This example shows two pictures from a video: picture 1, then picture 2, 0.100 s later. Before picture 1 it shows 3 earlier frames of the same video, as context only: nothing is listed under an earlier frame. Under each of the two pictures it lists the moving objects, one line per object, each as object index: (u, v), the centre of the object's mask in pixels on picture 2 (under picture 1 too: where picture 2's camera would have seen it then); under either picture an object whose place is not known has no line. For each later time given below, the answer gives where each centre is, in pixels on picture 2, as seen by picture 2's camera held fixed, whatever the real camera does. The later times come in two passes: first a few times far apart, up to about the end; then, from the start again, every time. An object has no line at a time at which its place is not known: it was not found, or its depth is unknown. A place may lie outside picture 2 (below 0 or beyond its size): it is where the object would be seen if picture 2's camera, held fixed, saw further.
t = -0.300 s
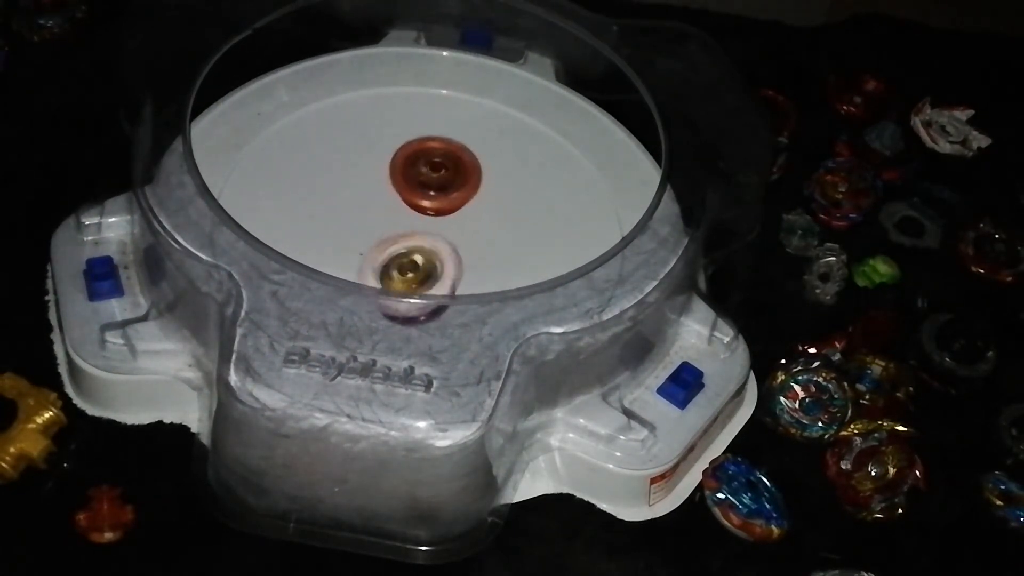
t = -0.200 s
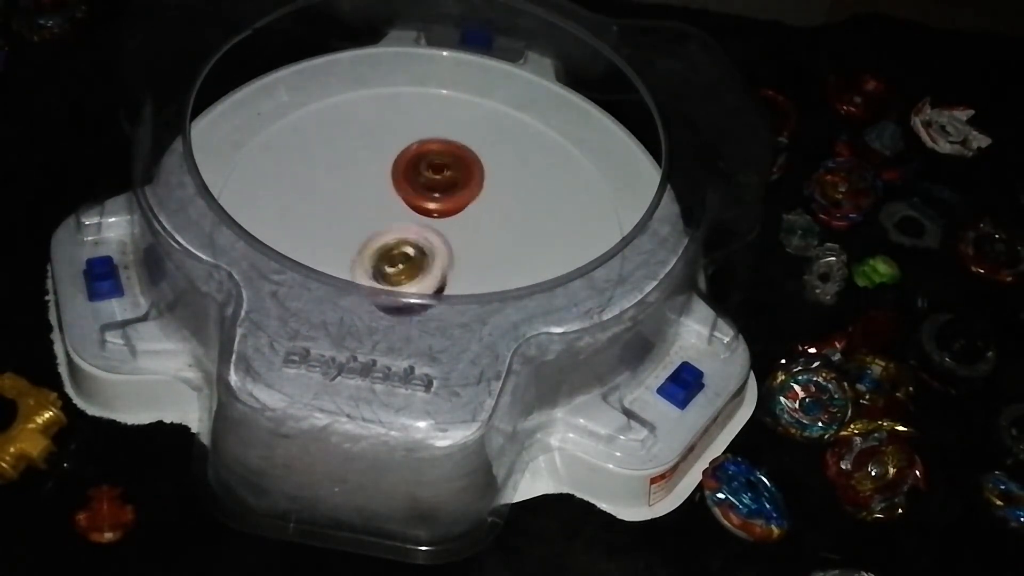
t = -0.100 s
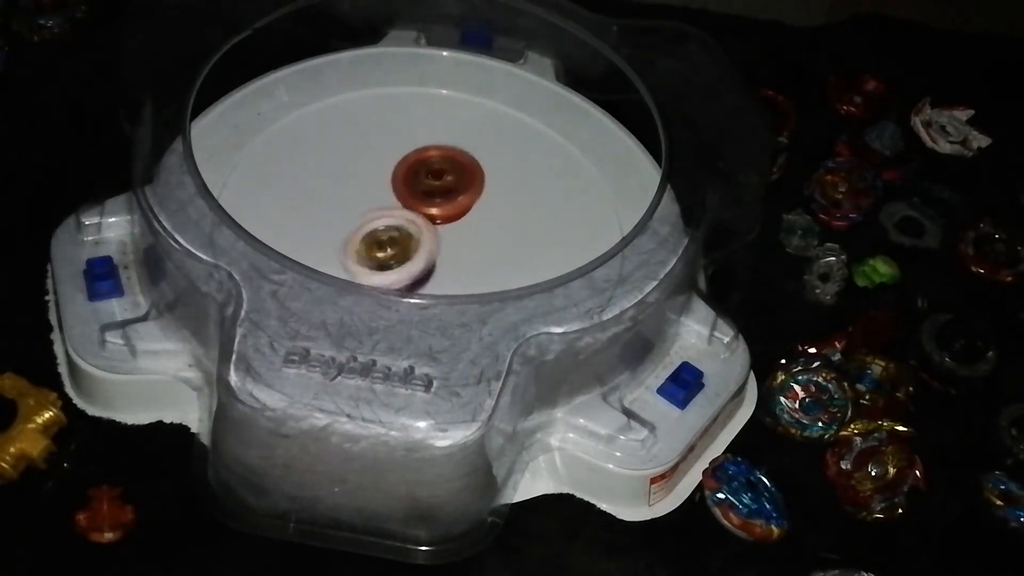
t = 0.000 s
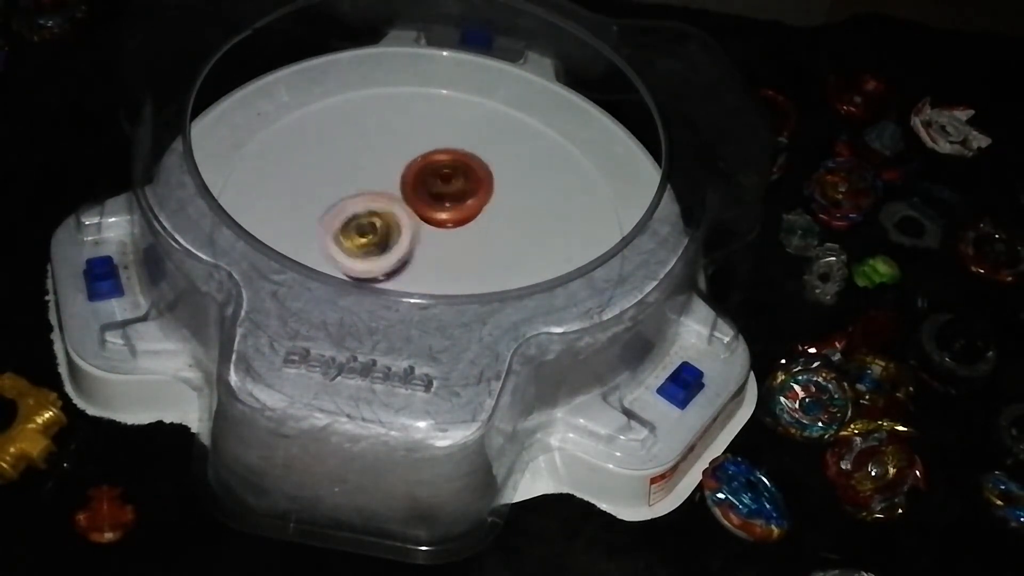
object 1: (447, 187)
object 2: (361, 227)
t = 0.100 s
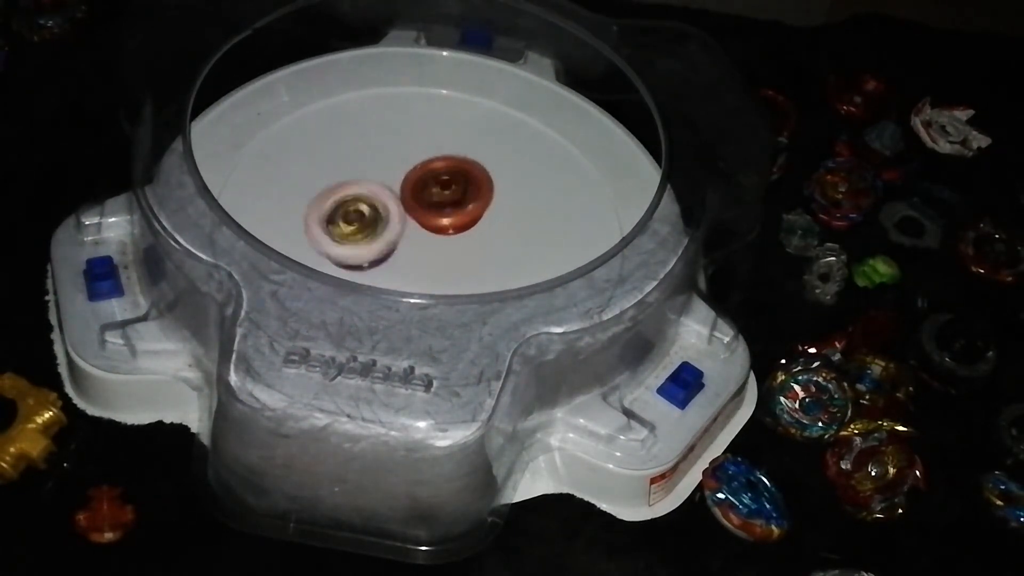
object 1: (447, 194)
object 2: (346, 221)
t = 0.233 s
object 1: (441, 209)
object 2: (344, 216)
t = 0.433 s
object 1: (440, 219)
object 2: (332, 209)
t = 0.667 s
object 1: (442, 229)
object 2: (325, 203)
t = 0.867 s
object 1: (425, 230)
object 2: (325, 202)
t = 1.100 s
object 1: (428, 225)
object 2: (322, 197)
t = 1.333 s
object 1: (451, 229)
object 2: (344, 202)
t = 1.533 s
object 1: (455, 240)
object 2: (357, 205)
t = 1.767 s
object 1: (455, 251)
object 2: (359, 201)
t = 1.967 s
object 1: (446, 259)
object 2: (399, 182)
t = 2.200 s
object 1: (437, 254)
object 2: (433, 172)
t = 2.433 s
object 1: (442, 236)
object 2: (419, 158)
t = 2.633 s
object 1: (450, 250)
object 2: (416, 169)
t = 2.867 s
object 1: (432, 256)
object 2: (427, 180)
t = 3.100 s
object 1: (416, 244)
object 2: (424, 172)
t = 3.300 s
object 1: (411, 251)
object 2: (437, 164)
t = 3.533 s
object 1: (414, 250)
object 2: (423, 177)
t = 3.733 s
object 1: (410, 254)
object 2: (427, 186)
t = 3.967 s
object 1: (406, 252)
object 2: (435, 178)
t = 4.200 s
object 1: (423, 252)
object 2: (428, 178)
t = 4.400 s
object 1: (408, 267)
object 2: (430, 188)
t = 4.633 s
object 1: (403, 254)
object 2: (439, 196)
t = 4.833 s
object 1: (417, 248)
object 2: (452, 190)
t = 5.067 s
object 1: (419, 249)
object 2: (453, 189)
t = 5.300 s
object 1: (419, 249)
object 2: (453, 188)
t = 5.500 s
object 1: (419, 249)
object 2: (453, 189)
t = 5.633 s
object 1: (419, 249)
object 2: (453, 189)
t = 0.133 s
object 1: (446, 197)
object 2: (346, 219)
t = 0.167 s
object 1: (444, 201)
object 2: (345, 209)
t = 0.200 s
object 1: (443, 205)
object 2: (344, 210)
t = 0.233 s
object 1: (441, 209)
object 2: (344, 216)
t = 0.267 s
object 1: (441, 211)
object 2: (340, 211)
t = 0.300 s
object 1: (445, 212)
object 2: (334, 213)
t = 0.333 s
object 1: (446, 214)
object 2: (331, 212)
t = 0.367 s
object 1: (444, 216)
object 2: (331, 209)
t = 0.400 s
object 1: (442, 217)
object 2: (333, 208)
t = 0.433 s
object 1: (440, 219)
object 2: (332, 209)
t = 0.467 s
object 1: (437, 222)
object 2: (331, 209)
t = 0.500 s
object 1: (439, 224)
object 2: (330, 215)
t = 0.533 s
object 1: (445, 225)
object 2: (321, 208)
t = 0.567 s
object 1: (447, 226)
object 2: (320, 203)
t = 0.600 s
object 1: (446, 227)
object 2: (324, 207)
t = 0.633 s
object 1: (444, 228)
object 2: (319, 197)
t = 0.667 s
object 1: (442, 229)
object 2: (325, 203)
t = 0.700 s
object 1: (440, 230)
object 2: (324, 203)
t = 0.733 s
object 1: (437, 230)
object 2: (326, 203)
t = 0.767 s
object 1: (433, 231)
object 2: (325, 203)
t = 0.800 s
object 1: (431, 231)
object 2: (324, 201)
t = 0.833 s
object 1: (428, 231)
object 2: (327, 204)
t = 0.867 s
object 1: (425, 230)
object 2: (325, 202)
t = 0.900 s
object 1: (423, 229)
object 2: (325, 205)
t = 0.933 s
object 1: (423, 229)
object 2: (320, 198)
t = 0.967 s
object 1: (426, 228)
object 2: (320, 195)
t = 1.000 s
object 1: (427, 228)
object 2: (319, 193)
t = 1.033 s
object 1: (427, 226)
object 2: (321, 193)
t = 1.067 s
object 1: (428, 225)
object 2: (322, 194)
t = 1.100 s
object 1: (428, 225)
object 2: (322, 197)
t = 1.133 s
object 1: (432, 225)
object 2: (331, 206)
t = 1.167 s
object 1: (438, 225)
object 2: (322, 204)
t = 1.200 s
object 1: (443, 226)
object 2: (331, 207)
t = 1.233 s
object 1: (445, 226)
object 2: (334, 209)
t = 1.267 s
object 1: (447, 226)
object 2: (334, 202)
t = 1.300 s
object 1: (450, 228)
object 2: (338, 206)
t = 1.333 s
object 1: (451, 229)
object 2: (344, 202)
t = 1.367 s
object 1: (452, 231)
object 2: (348, 203)
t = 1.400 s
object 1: (453, 232)
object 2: (349, 200)
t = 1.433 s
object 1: (453, 234)
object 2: (349, 203)
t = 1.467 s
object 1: (452, 235)
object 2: (352, 203)
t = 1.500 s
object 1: (451, 237)
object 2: (353, 204)
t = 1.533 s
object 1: (455, 240)
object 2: (357, 205)
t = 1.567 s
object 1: (460, 244)
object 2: (350, 204)
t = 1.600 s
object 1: (462, 246)
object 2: (349, 205)
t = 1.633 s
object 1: (461, 248)
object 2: (348, 204)
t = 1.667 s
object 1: (461, 249)
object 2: (349, 205)
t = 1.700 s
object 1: (460, 250)
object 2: (351, 203)
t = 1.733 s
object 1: (458, 250)
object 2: (356, 203)
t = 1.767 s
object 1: (455, 251)
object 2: (359, 201)
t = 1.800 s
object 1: (452, 251)
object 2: (365, 202)
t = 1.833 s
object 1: (449, 251)
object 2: (371, 201)
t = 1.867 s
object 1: (446, 250)
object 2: (376, 199)
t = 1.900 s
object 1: (443, 249)
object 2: (382, 195)
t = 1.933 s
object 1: (445, 256)
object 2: (391, 188)
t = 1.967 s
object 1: (446, 259)
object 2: (399, 182)
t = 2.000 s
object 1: (445, 261)
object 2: (404, 178)
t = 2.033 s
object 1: (444, 261)
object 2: (413, 175)
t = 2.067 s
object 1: (443, 260)
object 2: (419, 173)
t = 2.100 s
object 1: (442, 259)
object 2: (424, 173)
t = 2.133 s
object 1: (440, 258)
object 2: (428, 171)
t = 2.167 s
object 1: (439, 257)
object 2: (429, 171)
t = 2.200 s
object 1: (437, 254)
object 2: (433, 172)
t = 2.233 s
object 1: (436, 251)
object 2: (431, 172)
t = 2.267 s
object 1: (436, 248)
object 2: (433, 171)
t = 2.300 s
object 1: (437, 244)
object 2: (430, 168)
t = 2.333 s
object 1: (438, 241)
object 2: (429, 168)
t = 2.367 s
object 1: (440, 238)
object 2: (422, 162)
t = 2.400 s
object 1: (442, 237)
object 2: (419, 162)
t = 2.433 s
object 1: (442, 236)
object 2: (419, 158)
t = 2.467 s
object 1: (444, 238)
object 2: (416, 157)
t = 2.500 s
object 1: (446, 239)
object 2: (418, 156)
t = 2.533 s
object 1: (448, 239)
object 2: (420, 165)
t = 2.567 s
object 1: (451, 240)
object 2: (414, 166)
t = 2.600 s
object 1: (451, 244)
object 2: (416, 163)
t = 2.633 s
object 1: (450, 250)
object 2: (416, 169)
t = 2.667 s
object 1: (449, 254)
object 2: (414, 165)
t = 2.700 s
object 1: (447, 256)
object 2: (417, 166)
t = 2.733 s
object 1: (446, 257)
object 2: (418, 172)
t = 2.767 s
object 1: (444, 258)
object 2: (424, 173)
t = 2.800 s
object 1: (441, 258)
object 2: (428, 175)
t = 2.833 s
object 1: (437, 257)
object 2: (427, 179)
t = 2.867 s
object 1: (432, 256)
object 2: (427, 180)
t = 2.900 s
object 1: (429, 254)
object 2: (425, 178)
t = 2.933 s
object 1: (427, 253)
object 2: (432, 184)
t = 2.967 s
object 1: (424, 249)
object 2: (425, 174)
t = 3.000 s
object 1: (421, 246)
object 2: (426, 169)
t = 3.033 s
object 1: (418, 246)
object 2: (423, 177)
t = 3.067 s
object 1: (416, 245)
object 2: (425, 173)
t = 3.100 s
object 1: (416, 244)
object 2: (424, 172)
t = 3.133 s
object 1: (417, 242)
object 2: (422, 164)
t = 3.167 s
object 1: (415, 246)
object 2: (428, 169)
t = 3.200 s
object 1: (413, 250)
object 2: (429, 166)
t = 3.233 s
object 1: (411, 251)
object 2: (434, 164)
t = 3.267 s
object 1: (411, 252)
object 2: (436, 164)
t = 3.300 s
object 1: (411, 251)
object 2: (437, 164)
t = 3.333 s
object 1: (412, 251)
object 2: (433, 163)
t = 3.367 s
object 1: (414, 250)
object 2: (429, 167)
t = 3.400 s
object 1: (415, 250)
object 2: (429, 163)
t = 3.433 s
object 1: (416, 249)
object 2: (435, 173)
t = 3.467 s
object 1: (416, 248)
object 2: (436, 176)
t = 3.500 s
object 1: (417, 246)
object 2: (426, 175)
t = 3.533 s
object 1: (414, 250)
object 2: (423, 177)
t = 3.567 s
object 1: (409, 253)
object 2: (429, 180)
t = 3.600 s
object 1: (408, 253)
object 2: (423, 171)
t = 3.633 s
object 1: (408, 253)
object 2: (429, 178)
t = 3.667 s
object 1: (409, 254)
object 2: (421, 179)
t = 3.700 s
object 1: (410, 254)
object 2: (422, 185)
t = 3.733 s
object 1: (410, 254)
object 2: (427, 186)
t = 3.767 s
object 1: (411, 255)
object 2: (422, 187)
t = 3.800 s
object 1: (408, 260)
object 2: (421, 186)
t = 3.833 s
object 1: (407, 258)
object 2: (424, 180)
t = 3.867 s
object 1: (403, 257)
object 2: (431, 178)
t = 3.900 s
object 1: (402, 255)
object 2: (433, 177)
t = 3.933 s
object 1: (403, 253)
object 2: (435, 177)
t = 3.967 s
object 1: (406, 252)
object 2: (435, 178)
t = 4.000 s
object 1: (411, 252)
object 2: (437, 178)
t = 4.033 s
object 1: (413, 252)
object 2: (436, 178)
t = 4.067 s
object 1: (414, 252)
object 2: (436, 179)
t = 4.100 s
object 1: (417, 250)
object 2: (435, 179)
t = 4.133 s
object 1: (421, 249)
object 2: (432, 178)
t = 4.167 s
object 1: (424, 248)
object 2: (429, 179)
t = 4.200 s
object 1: (423, 252)
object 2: (428, 178)
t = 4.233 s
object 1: (418, 257)
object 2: (429, 185)
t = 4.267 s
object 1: (417, 260)
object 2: (431, 185)
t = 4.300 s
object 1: (416, 264)
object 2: (433, 186)
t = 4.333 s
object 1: (414, 265)
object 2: (433, 186)
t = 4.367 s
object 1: (412, 267)
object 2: (430, 187)
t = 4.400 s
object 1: (408, 267)
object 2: (430, 188)
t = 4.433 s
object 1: (407, 265)
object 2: (428, 188)
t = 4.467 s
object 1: (405, 263)
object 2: (425, 191)
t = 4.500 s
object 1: (405, 260)
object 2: (422, 194)
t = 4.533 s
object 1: (404, 258)
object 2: (420, 192)
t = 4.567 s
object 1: (402, 257)
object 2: (431, 190)
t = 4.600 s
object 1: (403, 255)
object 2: (433, 194)
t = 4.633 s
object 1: (403, 254)
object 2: (439, 196)
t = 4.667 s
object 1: (405, 252)
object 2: (443, 195)
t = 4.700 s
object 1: (407, 251)
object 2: (448, 194)
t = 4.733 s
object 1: (410, 249)
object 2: (447, 192)
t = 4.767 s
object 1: (413, 249)
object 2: (448, 190)
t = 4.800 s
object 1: (415, 249)
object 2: (451, 190)
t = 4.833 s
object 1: (417, 248)
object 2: (452, 190)
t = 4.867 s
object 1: (417, 248)
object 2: (454, 189)
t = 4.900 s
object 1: (418, 248)
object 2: (453, 189)
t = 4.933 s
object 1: (418, 249)
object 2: (452, 188)
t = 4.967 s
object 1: (418, 249)
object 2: (453, 188)
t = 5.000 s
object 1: (419, 249)
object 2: (452, 188)
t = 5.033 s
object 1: (419, 249)
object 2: (453, 188)
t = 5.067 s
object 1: (419, 249)
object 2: (453, 189)
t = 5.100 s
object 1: (419, 249)
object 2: (453, 189)
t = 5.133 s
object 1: (419, 249)
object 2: (452, 188)
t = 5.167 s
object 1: (419, 249)
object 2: (453, 188)
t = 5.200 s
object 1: (419, 249)
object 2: (453, 188)
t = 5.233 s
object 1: (419, 249)
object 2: (453, 189)
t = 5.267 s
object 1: (419, 249)
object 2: (453, 189)
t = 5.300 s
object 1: (419, 249)
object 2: (453, 188)
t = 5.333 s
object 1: (419, 249)
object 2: (453, 188)
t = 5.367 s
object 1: (419, 249)
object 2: (453, 189)
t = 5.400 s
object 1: (419, 249)
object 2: (453, 189)
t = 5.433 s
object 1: (419, 249)
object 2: (453, 189)
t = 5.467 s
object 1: (419, 249)
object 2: (453, 188)
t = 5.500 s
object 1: (419, 249)
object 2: (453, 189)
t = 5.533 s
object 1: (419, 249)
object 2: (453, 189)
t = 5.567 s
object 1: (419, 249)
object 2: (453, 189)
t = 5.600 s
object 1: (419, 249)
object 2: (453, 189)
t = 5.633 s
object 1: (419, 249)
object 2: (453, 189)
